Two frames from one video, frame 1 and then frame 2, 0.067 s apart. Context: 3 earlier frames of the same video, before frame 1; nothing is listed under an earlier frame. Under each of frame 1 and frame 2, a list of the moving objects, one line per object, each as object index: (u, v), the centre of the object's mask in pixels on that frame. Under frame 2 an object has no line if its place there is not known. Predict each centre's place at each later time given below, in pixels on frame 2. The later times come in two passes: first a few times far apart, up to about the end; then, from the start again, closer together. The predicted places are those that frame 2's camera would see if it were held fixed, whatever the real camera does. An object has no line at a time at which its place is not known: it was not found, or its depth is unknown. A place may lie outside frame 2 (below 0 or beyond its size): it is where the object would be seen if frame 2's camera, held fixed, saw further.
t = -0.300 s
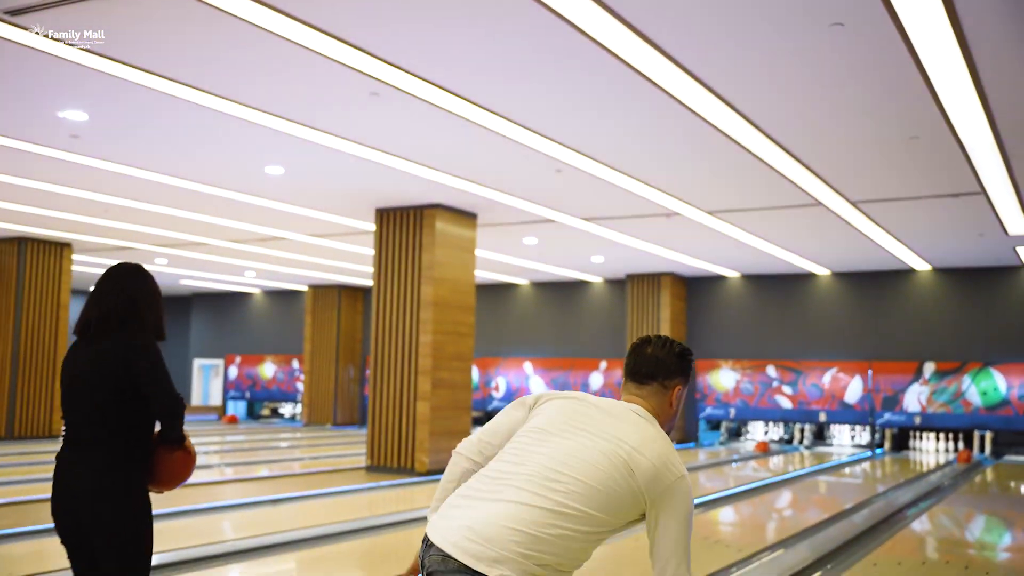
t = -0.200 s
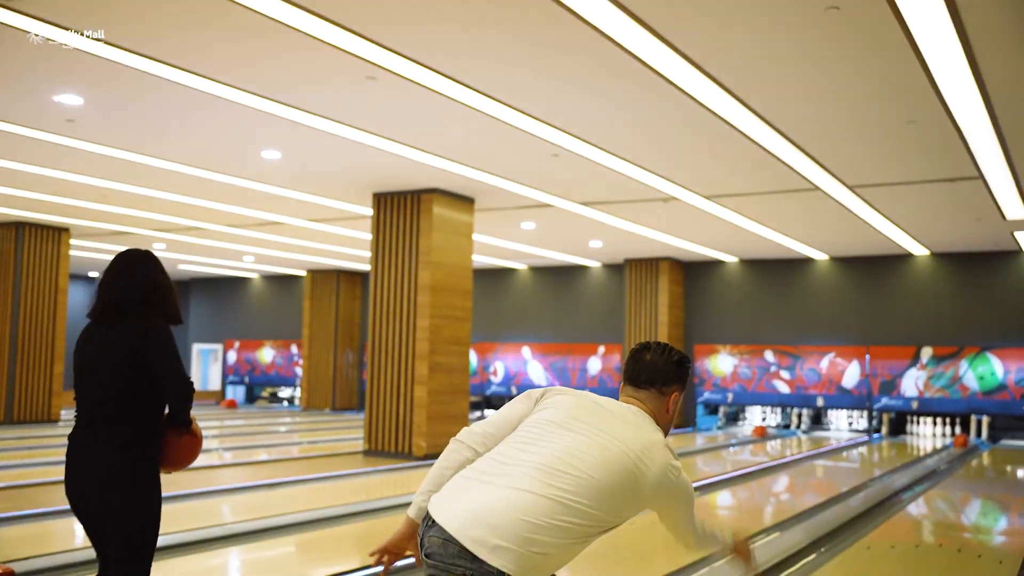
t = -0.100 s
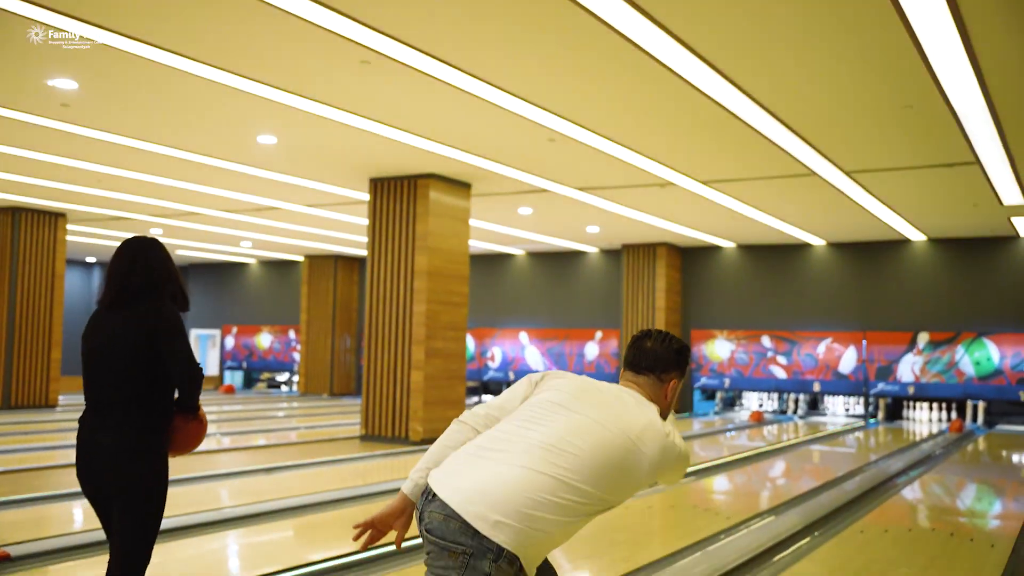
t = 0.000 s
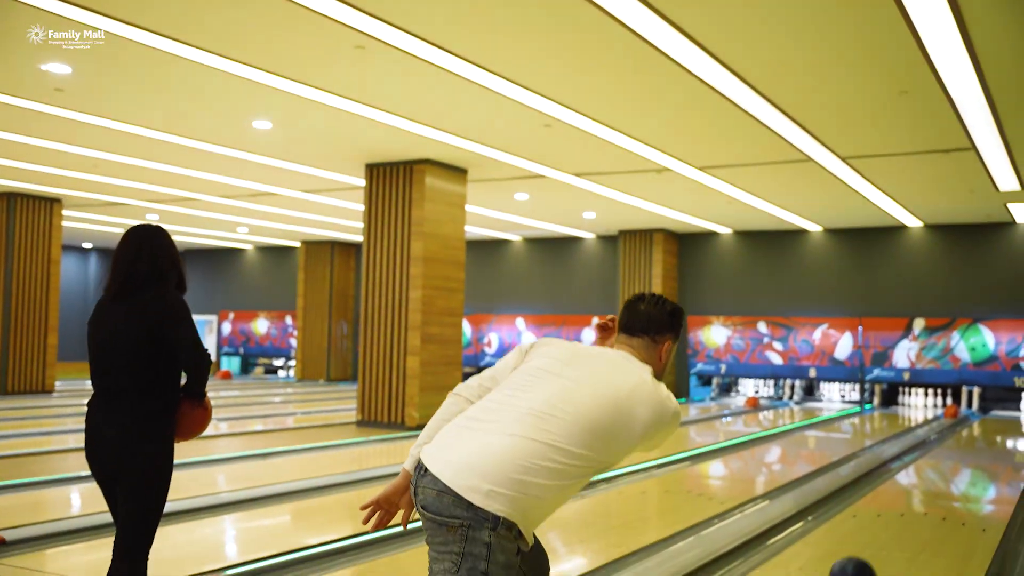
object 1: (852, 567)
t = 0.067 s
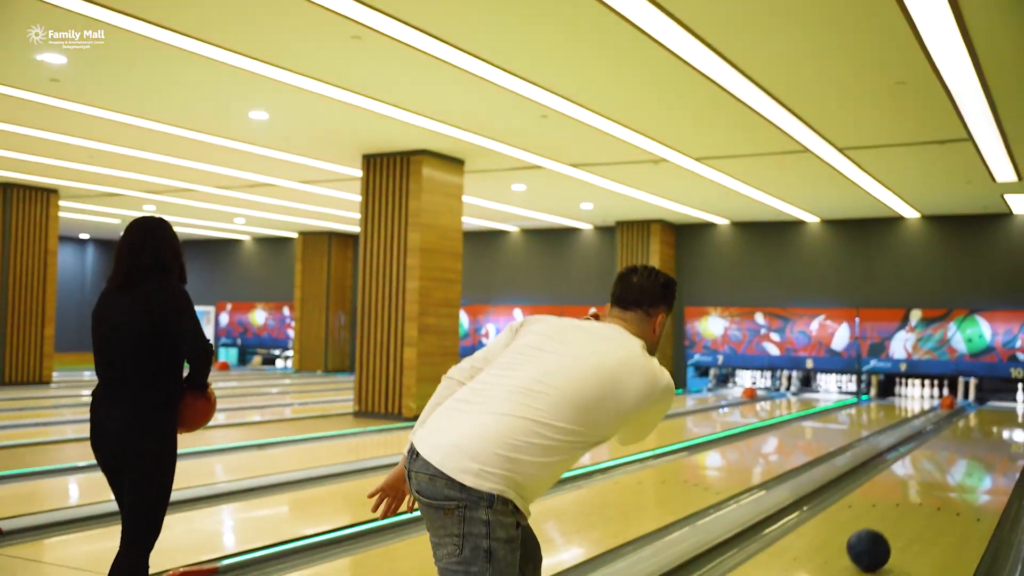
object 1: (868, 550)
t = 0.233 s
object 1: (907, 514)
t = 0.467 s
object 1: (943, 481)
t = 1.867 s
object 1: (1017, 411)
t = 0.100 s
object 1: (877, 541)
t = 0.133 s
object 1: (886, 534)
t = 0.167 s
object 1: (893, 527)
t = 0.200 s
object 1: (901, 520)
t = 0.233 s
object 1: (907, 514)
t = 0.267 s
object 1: (913, 508)
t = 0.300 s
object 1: (919, 503)
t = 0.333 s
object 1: (925, 498)
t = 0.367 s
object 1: (929, 493)
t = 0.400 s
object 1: (934, 489)
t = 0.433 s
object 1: (938, 485)
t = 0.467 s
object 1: (943, 481)
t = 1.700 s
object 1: (1012, 415)
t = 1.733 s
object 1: (1013, 414)
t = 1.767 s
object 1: (1014, 414)
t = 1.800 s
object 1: (1015, 413)
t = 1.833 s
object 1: (1016, 412)
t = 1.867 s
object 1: (1017, 411)
